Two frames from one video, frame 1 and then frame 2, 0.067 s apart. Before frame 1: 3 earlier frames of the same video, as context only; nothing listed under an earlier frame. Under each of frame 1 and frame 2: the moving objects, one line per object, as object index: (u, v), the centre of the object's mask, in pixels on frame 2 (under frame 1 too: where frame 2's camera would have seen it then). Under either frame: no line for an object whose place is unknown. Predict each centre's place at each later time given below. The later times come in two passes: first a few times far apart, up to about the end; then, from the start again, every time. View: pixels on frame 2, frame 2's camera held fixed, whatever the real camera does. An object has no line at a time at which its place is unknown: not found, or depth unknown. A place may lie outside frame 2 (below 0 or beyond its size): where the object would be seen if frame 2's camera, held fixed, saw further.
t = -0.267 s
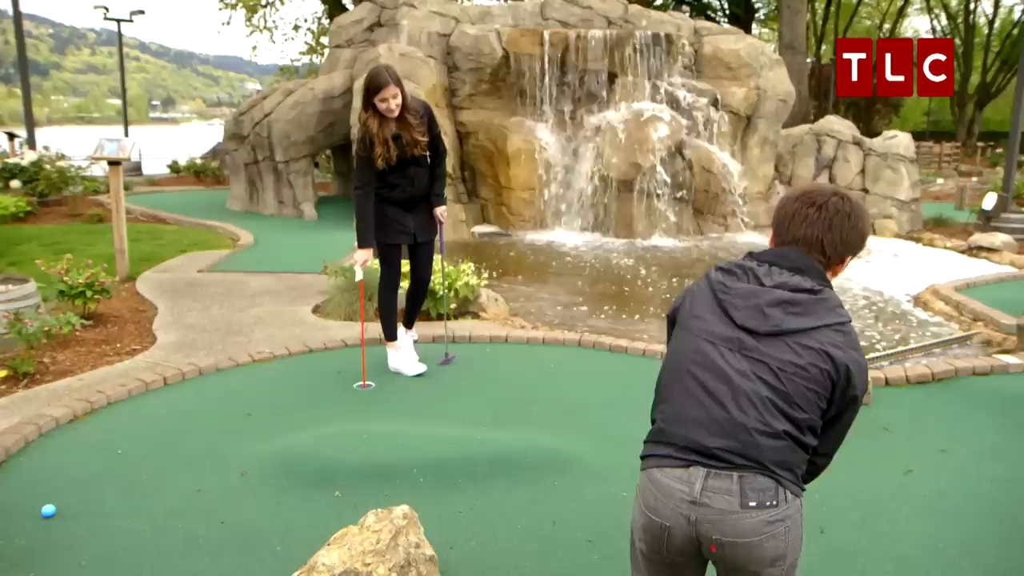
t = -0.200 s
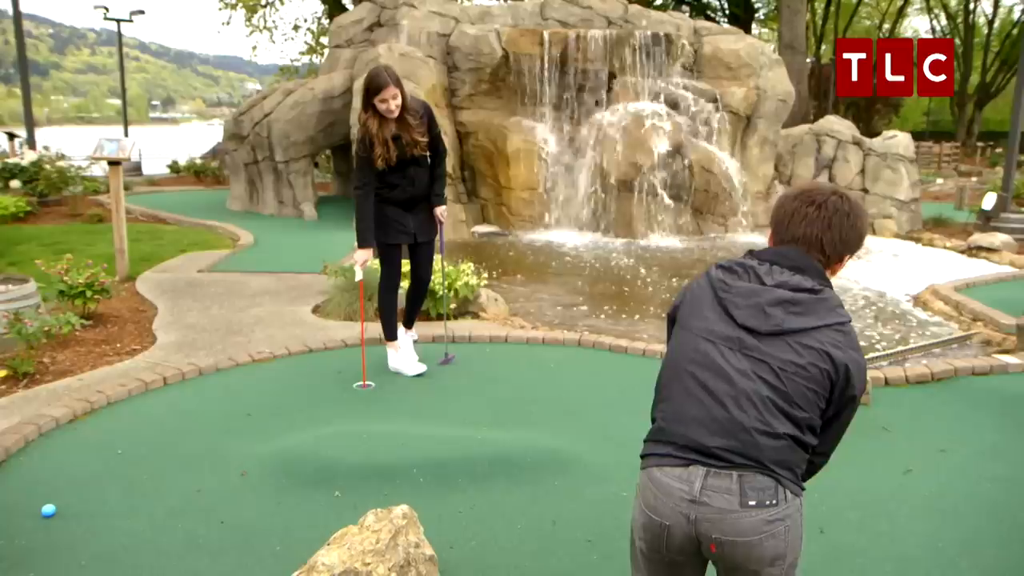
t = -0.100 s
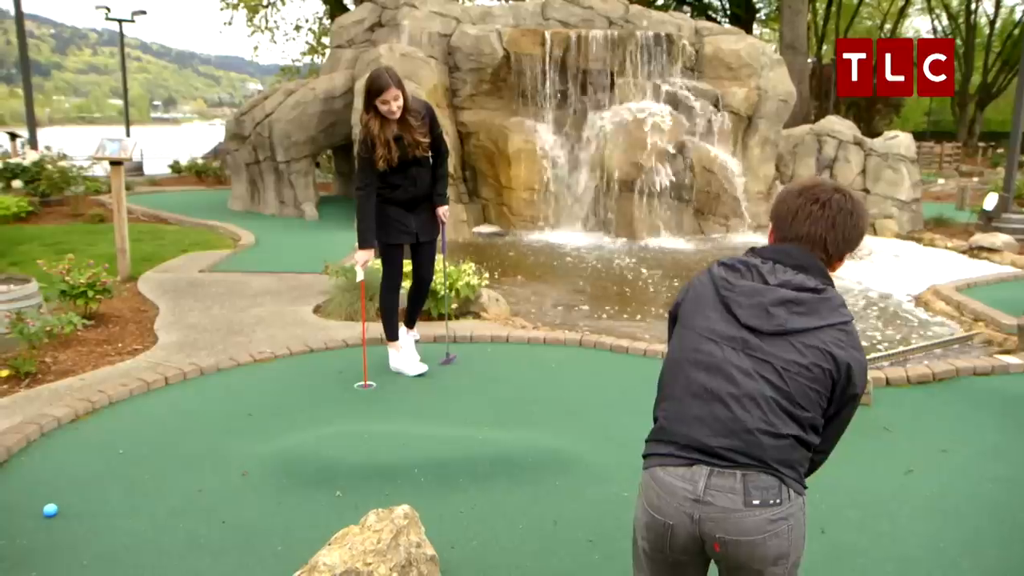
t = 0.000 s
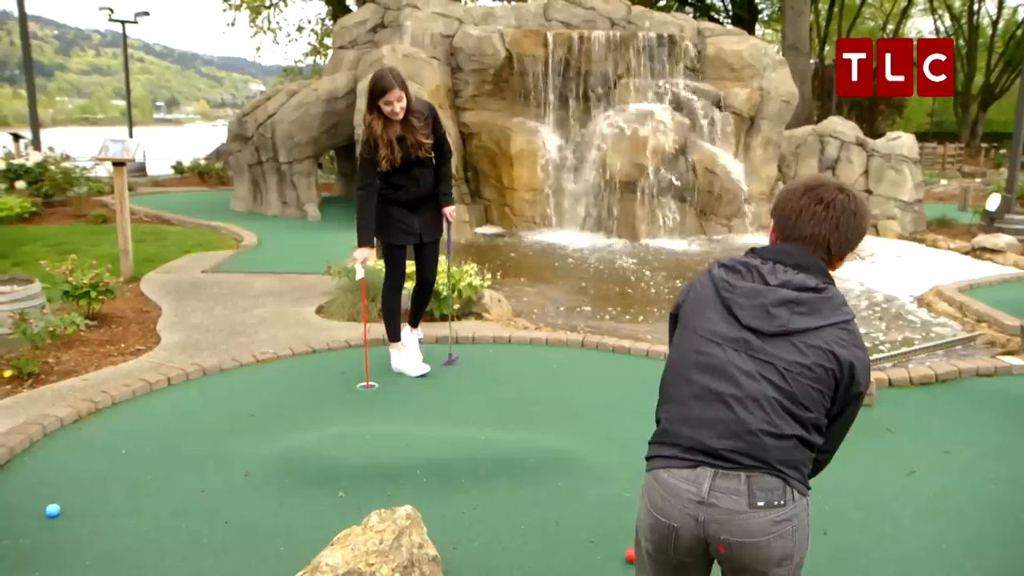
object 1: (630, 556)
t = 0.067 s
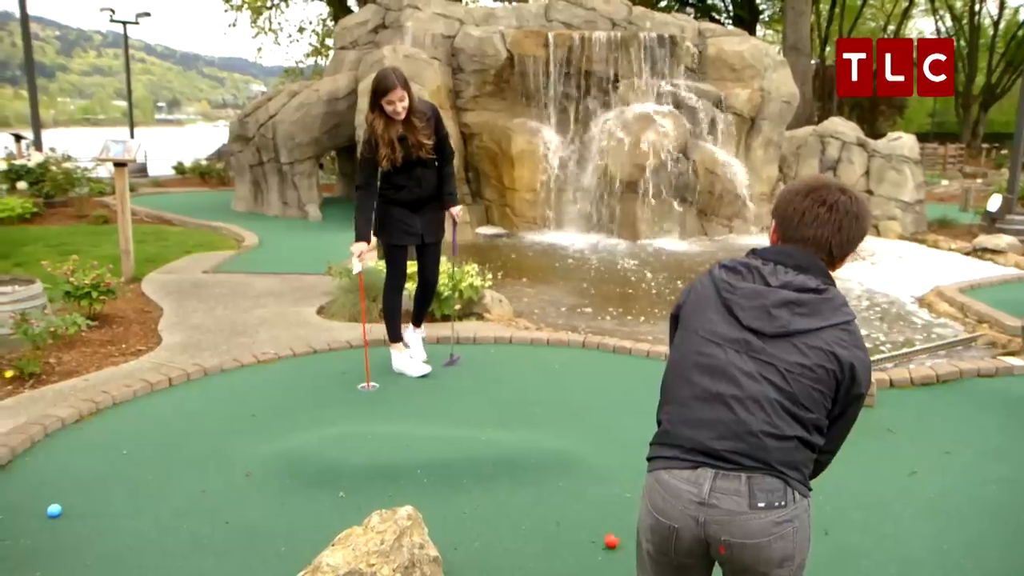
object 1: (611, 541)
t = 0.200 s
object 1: (572, 516)
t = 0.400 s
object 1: (525, 482)
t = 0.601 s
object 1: (493, 450)
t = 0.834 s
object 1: (466, 433)
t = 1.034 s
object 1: (449, 427)
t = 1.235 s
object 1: (437, 415)
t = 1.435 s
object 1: (428, 399)
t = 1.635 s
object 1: (419, 386)
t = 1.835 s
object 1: (413, 375)
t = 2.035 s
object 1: (408, 365)
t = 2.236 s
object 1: (404, 356)
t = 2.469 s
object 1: (399, 348)
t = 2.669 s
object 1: (395, 343)
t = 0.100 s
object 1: (601, 535)
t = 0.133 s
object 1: (591, 528)
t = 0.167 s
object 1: (581, 522)
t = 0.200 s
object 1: (572, 516)
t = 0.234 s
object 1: (563, 510)
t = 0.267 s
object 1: (554, 505)
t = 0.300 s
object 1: (547, 500)
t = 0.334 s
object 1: (539, 494)
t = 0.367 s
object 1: (532, 488)
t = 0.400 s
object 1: (525, 482)
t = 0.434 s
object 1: (519, 476)
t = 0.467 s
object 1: (513, 470)
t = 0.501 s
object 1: (508, 464)
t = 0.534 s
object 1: (502, 459)
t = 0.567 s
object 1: (498, 454)
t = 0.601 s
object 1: (493, 450)
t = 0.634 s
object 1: (489, 447)
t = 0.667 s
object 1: (485, 444)
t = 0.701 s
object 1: (481, 441)
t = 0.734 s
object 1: (477, 439)
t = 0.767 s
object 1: (473, 437)
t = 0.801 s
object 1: (470, 435)
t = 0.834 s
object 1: (466, 433)
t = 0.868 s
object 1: (463, 431)
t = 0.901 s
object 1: (460, 430)
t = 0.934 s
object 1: (456, 429)
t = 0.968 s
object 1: (454, 428)
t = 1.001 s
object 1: (451, 428)
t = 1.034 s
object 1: (449, 427)
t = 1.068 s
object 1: (446, 426)
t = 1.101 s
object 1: (444, 425)
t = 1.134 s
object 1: (442, 423)
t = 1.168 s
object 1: (441, 420)
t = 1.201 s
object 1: (439, 418)
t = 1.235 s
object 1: (437, 415)
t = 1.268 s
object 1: (436, 412)
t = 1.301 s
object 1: (434, 410)
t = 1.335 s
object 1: (433, 407)
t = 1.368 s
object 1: (431, 404)
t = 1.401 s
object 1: (429, 402)
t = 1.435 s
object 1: (428, 399)
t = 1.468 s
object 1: (426, 397)
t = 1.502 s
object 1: (425, 395)
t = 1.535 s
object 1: (423, 393)
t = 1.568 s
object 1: (422, 391)
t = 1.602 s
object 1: (421, 389)
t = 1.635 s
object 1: (419, 386)
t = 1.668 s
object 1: (418, 384)
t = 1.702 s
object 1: (417, 382)
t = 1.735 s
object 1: (416, 380)
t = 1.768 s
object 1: (415, 379)
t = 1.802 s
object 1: (414, 377)
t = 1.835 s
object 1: (413, 375)
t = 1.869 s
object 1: (413, 373)
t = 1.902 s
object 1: (411, 371)
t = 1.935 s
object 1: (411, 370)
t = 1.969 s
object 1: (410, 368)
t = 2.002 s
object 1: (409, 367)
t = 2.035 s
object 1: (408, 365)
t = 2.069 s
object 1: (407, 363)
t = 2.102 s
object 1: (406, 362)
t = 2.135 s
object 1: (406, 360)
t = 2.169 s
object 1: (405, 359)
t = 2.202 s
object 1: (404, 358)
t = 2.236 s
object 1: (404, 356)
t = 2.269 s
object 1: (403, 355)
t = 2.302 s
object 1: (402, 354)
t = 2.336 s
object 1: (402, 353)
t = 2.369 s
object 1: (401, 351)
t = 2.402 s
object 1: (400, 350)
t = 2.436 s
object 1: (400, 349)
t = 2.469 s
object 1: (399, 348)
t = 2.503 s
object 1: (398, 347)
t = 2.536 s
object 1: (398, 346)
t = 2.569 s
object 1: (397, 345)
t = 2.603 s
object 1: (396, 344)
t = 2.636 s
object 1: (395, 342)
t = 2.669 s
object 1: (395, 343)
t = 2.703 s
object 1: (396, 344)
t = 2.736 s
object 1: (396, 344)
